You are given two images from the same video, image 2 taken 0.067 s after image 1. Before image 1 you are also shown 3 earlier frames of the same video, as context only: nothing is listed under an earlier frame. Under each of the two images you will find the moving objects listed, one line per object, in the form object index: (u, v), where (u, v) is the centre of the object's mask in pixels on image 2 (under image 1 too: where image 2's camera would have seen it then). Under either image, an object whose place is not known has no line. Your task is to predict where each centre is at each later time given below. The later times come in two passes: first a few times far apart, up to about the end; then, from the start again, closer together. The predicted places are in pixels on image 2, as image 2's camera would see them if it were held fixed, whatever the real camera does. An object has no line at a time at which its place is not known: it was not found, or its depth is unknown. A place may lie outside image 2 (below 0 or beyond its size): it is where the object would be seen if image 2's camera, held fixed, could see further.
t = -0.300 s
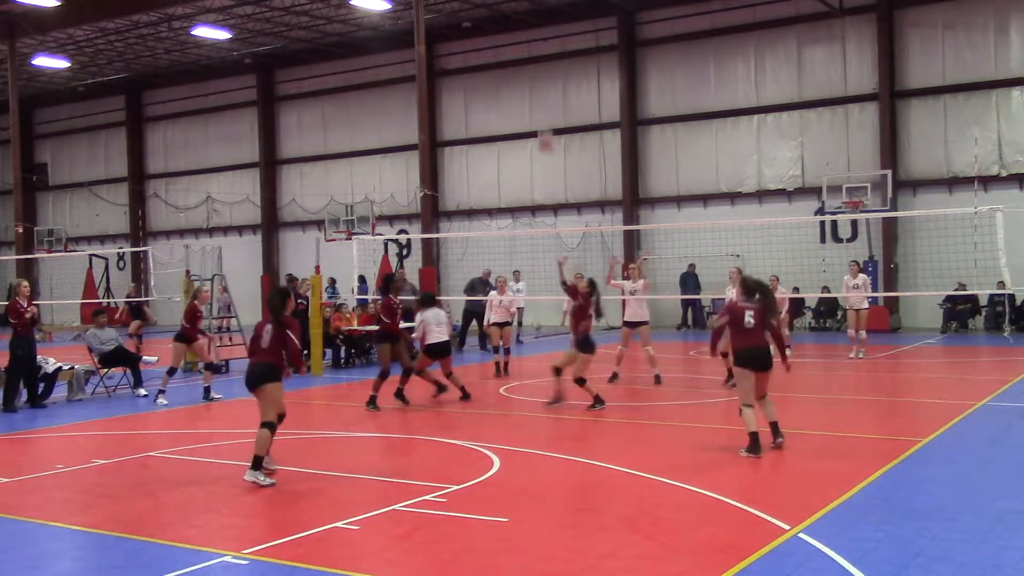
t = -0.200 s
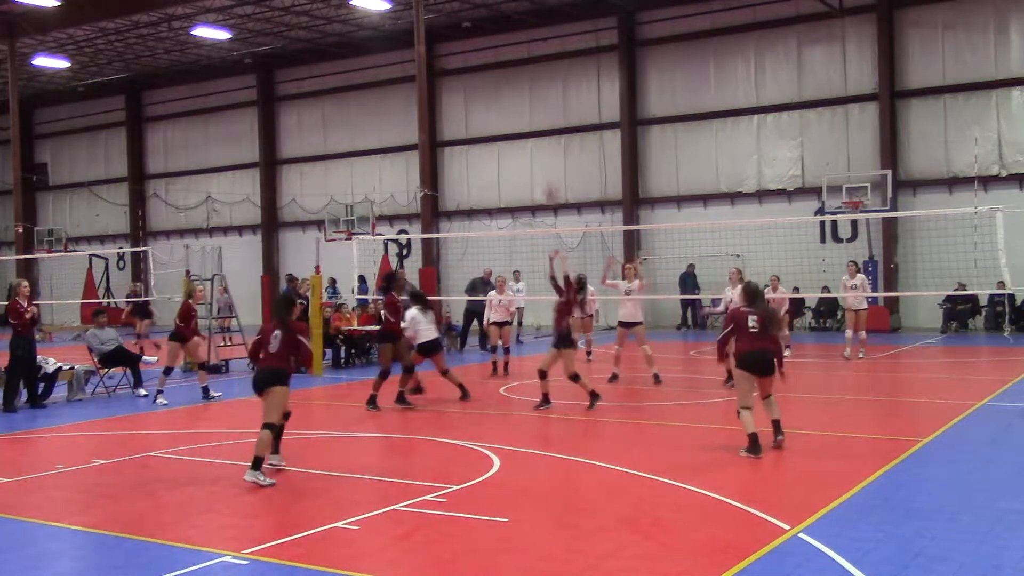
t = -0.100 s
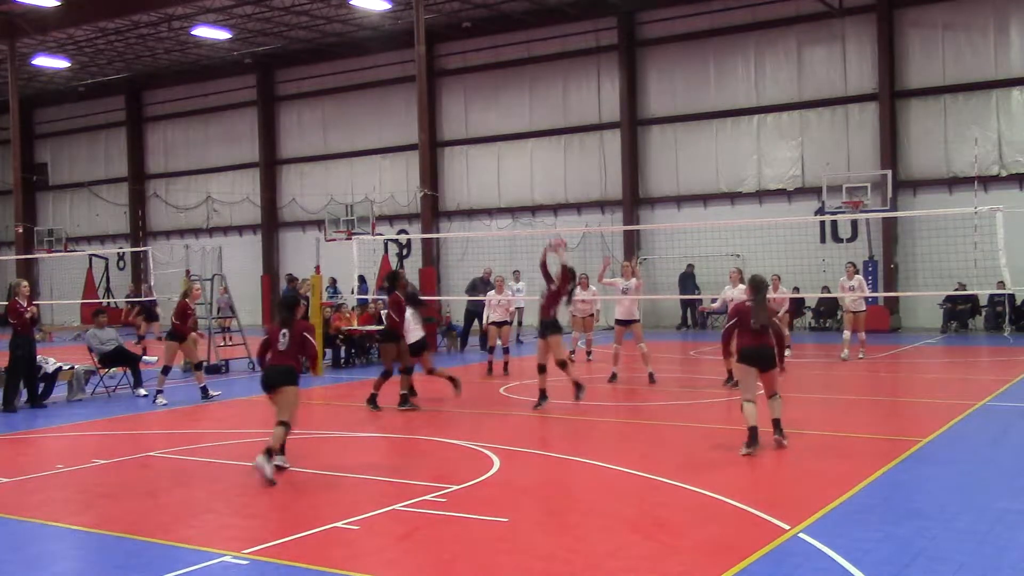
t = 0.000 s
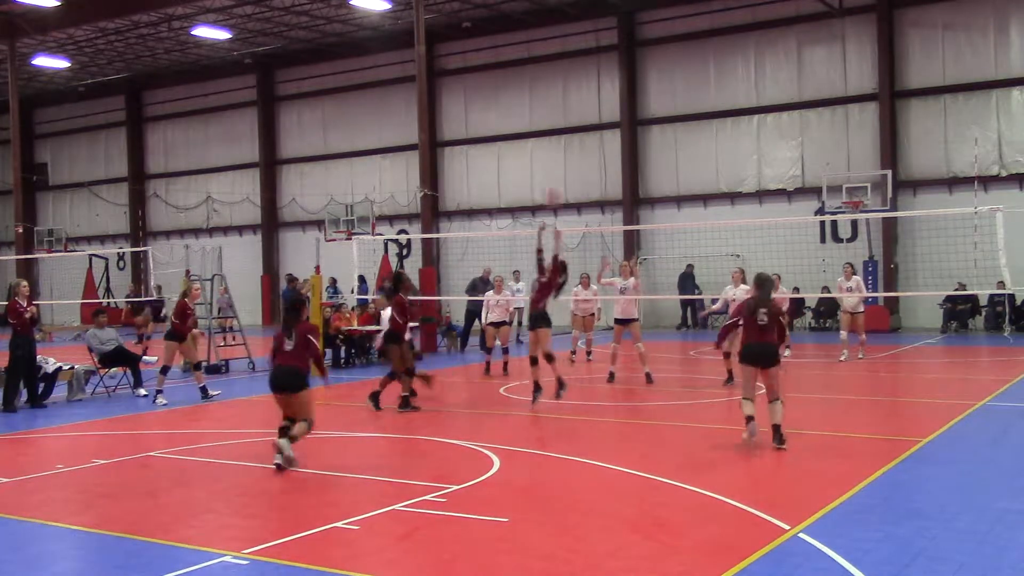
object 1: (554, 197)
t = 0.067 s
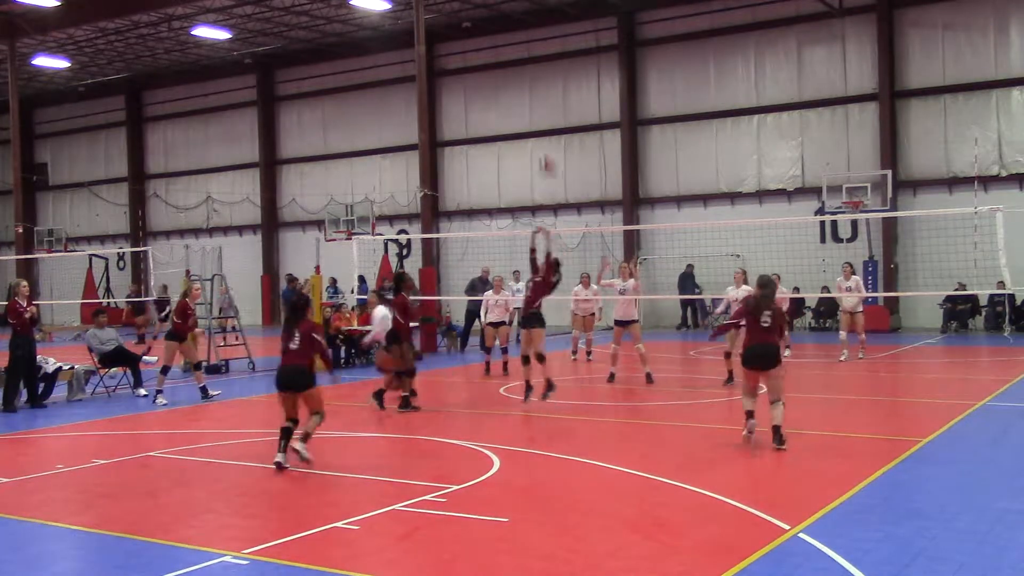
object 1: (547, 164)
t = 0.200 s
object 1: (537, 107)
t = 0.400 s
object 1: (523, 48)
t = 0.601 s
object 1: (509, 23)
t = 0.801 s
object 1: (495, 33)
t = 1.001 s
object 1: (482, 83)
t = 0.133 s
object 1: (544, 137)
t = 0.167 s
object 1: (538, 121)
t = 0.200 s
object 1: (537, 107)
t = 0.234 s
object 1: (536, 95)
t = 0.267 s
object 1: (533, 83)
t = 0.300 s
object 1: (531, 73)
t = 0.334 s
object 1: (528, 63)
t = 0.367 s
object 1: (526, 56)
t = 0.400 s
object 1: (523, 48)
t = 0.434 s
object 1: (521, 41)
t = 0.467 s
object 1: (519, 36)
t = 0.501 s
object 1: (517, 31)
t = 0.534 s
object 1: (514, 26)
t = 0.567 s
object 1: (511, 24)
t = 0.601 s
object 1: (509, 23)
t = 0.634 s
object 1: (507, 23)
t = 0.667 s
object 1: (504, 23)
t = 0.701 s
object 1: (502, 24)
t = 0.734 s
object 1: (499, 26)
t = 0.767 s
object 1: (497, 29)
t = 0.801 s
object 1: (495, 33)
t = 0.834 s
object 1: (493, 38)
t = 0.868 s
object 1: (491, 45)
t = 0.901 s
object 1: (489, 53)
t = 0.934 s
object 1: (486, 63)
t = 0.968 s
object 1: (484, 71)
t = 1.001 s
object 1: (482, 83)
